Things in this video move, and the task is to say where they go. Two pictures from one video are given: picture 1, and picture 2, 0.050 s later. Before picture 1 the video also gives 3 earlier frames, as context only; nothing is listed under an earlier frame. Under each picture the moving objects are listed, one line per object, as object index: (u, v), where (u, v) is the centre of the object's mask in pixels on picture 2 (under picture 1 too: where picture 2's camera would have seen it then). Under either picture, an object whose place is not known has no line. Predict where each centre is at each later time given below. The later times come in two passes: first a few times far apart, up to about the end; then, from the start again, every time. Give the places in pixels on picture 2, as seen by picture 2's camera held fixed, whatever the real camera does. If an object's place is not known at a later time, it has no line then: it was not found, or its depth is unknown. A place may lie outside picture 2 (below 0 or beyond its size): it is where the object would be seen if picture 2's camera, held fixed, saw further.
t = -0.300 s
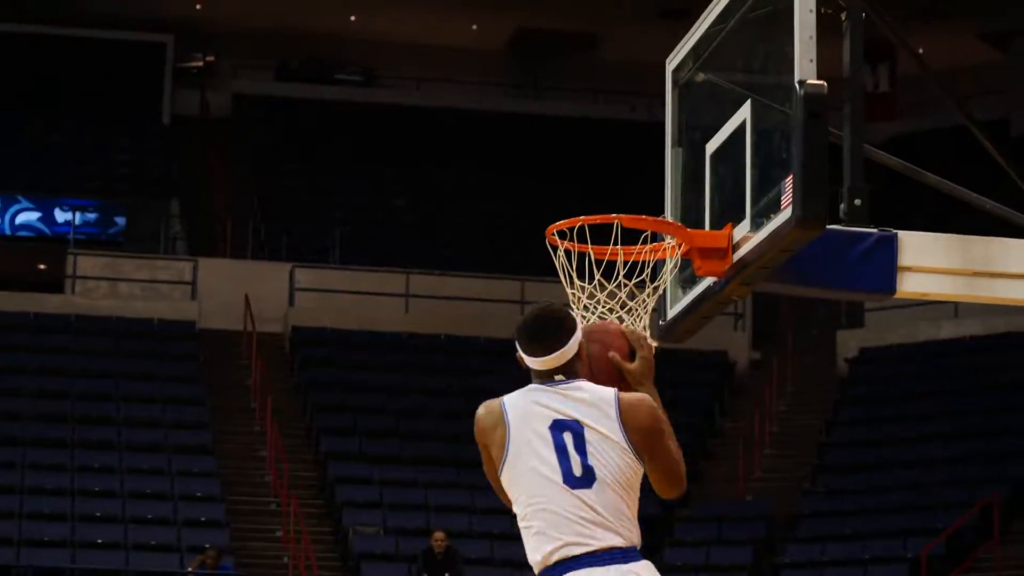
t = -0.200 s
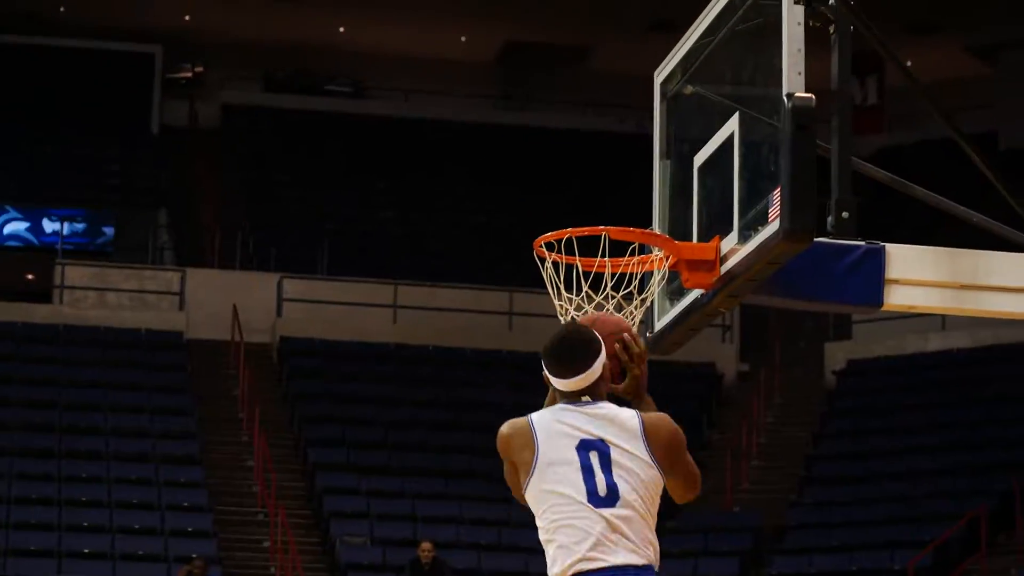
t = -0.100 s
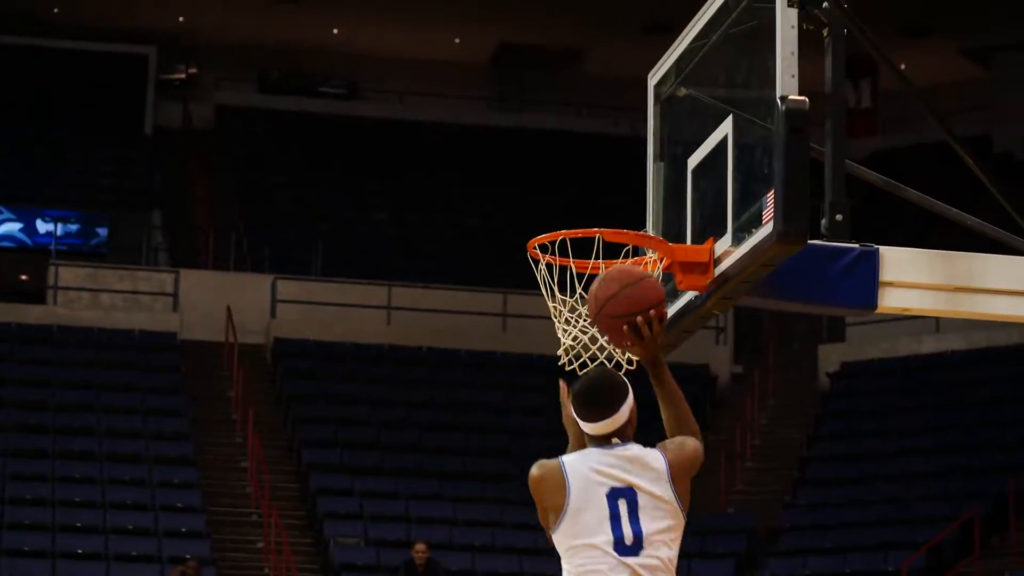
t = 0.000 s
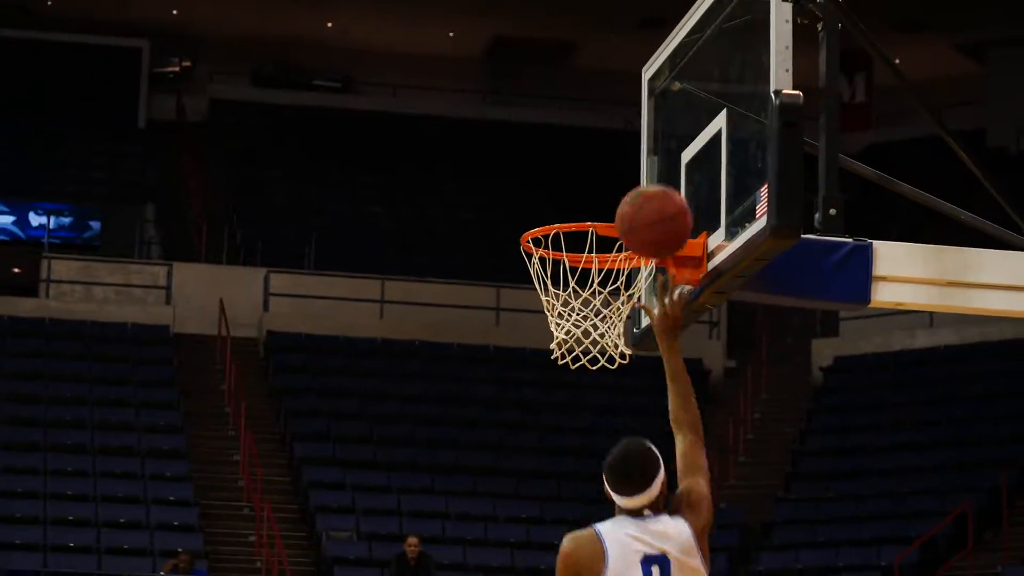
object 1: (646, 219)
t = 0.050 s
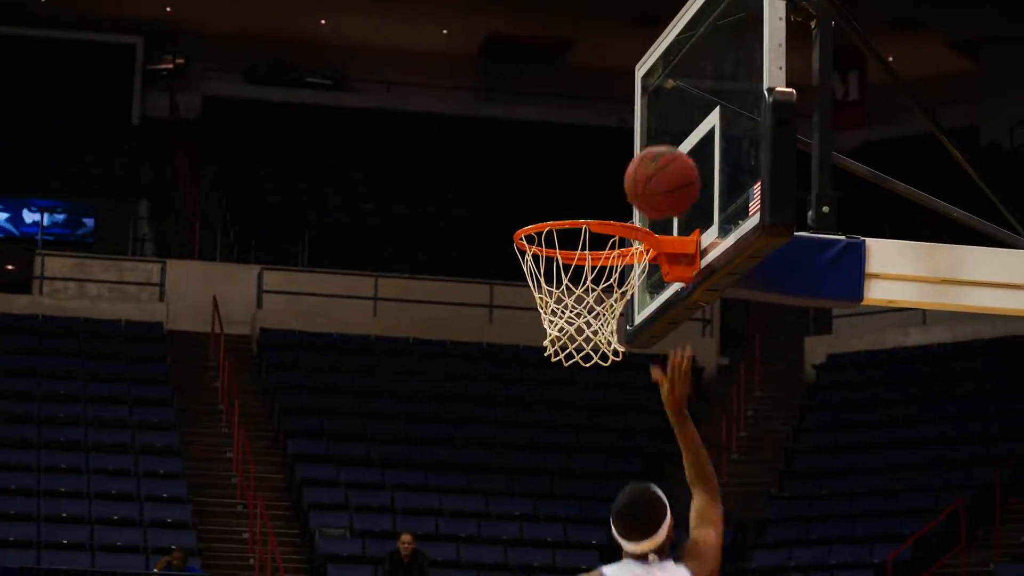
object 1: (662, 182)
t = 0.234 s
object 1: (672, 116)
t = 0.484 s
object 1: (552, 187)
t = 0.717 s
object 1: (611, 219)
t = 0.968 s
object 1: (577, 255)
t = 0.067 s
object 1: (668, 172)
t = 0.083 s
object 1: (672, 162)
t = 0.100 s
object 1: (677, 152)
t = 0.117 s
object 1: (681, 145)
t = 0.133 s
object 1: (687, 138)
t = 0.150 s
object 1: (692, 132)
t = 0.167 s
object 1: (697, 127)
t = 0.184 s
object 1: (696, 124)
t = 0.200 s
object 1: (688, 120)
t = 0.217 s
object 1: (680, 117)
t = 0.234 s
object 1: (672, 116)
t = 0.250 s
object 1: (664, 116)
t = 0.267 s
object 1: (657, 116)
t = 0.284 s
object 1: (648, 117)
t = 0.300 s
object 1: (640, 120)
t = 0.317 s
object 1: (632, 122)
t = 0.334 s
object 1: (624, 125)
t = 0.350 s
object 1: (616, 128)
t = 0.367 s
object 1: (608, 132)
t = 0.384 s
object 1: (600, 137)
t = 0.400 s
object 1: (592, 144)
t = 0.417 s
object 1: (584, 151)
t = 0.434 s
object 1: (576, 159)
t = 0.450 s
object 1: (568, 168)
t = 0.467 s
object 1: (560, 178)
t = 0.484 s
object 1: (552, 187)
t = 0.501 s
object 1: (543, 194)
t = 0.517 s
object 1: (537, 201)
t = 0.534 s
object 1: (543, 200)
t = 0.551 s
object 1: (550, 198)
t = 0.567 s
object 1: (557, 198)
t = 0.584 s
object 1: (563, 197)
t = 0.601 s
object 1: (570, 198)
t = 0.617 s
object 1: (577, 204)
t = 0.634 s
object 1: (583, 207)
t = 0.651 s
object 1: (589, 210)
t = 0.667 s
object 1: (595, 213)
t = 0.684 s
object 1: (602, 217)
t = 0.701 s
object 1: (610, 219)
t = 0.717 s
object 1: (611, 219)
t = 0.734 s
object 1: (609, 219)
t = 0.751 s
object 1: (606, 220)
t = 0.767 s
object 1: (603, 217)
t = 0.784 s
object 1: (600, 216)
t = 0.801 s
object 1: (597, 216)
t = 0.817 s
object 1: (594, 217)
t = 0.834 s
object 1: (590, 217)
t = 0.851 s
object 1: (587, 219)
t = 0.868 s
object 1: (585, 219)
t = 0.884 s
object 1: (581, 227)
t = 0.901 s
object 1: (578, 231)
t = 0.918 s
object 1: (577, 235)
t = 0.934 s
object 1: (577, 242)
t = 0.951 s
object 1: (577, 252)
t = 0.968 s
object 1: (577, 255)
